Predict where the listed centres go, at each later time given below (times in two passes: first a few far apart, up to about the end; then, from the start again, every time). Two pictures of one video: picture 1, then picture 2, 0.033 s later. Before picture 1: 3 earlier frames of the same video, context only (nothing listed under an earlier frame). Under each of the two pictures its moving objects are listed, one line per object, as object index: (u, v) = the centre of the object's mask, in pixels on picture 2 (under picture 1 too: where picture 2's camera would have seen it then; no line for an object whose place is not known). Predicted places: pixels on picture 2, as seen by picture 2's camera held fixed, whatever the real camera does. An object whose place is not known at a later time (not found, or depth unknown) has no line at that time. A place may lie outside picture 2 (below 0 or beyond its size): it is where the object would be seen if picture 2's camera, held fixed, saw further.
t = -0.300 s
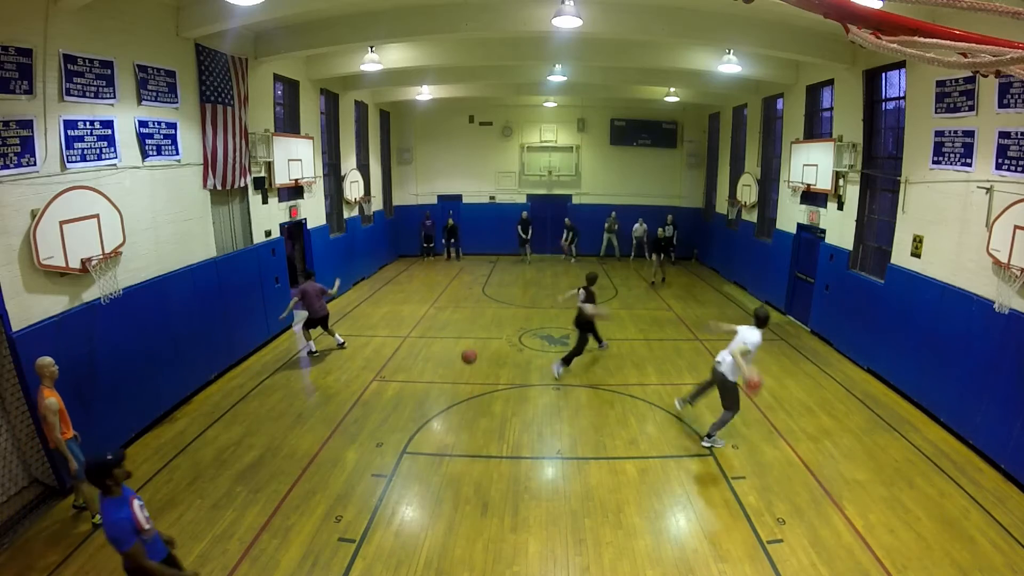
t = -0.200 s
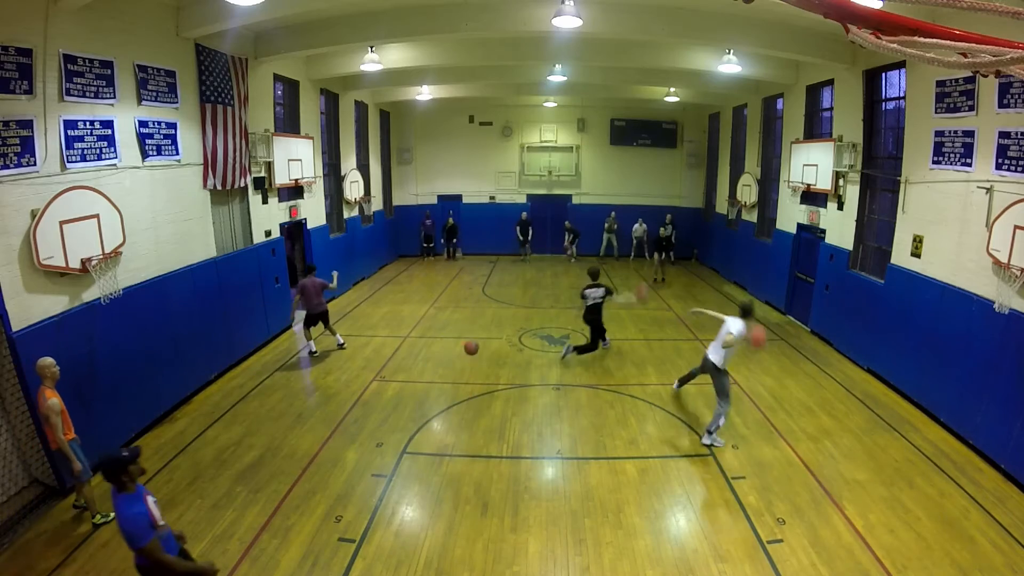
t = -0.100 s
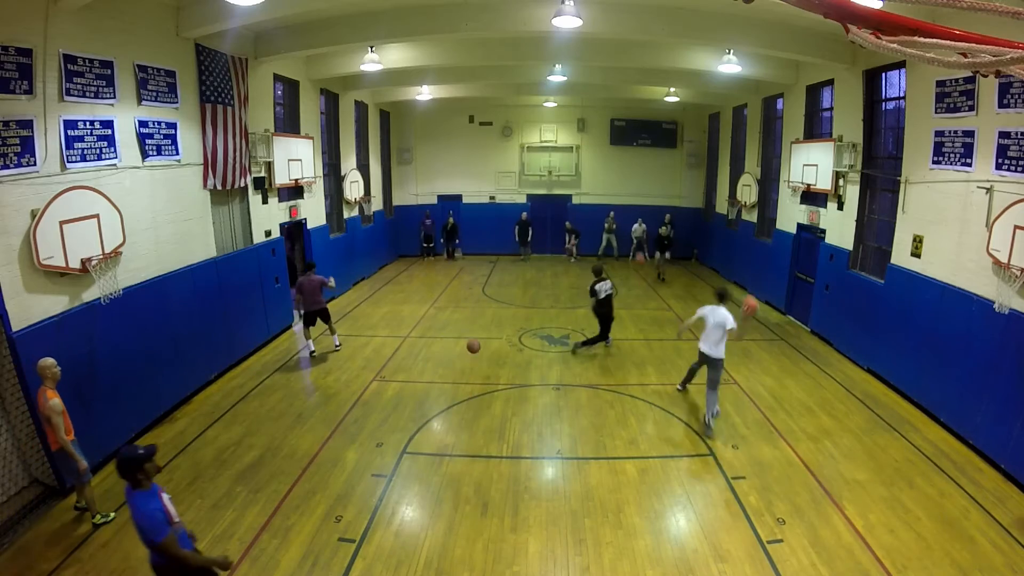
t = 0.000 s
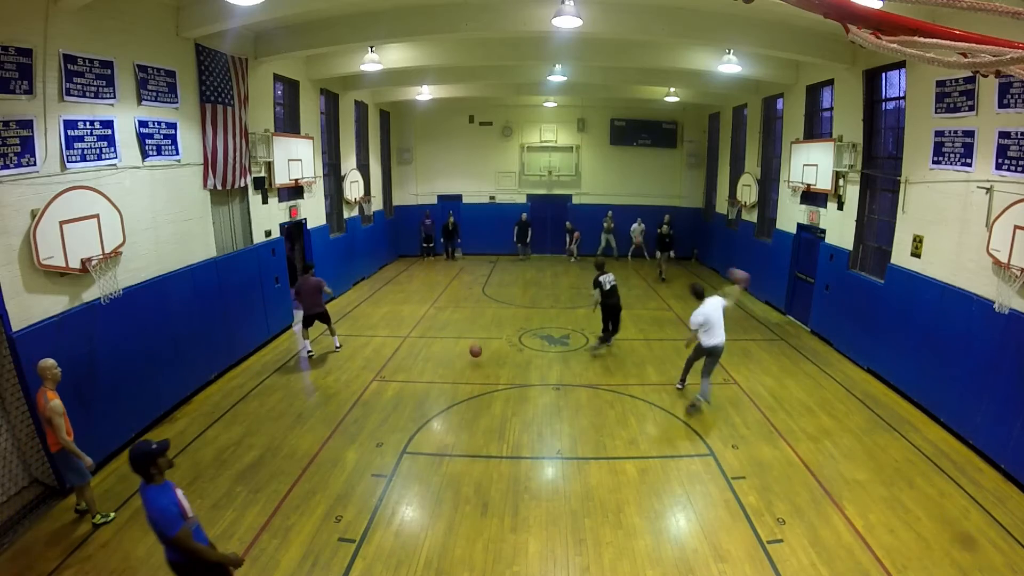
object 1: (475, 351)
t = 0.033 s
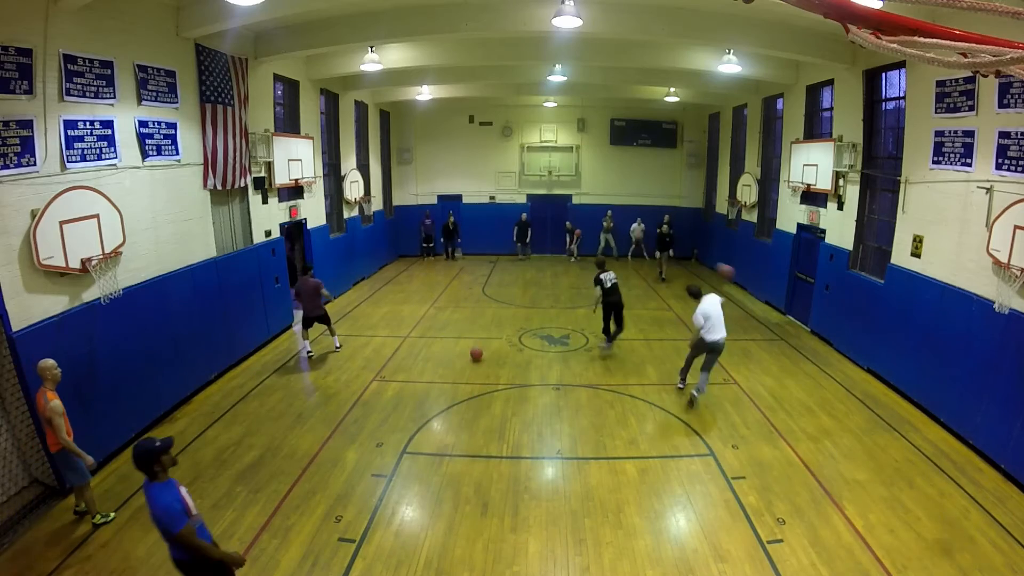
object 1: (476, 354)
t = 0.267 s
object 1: (478, 317)
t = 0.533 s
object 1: (480, 310)
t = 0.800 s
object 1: (481, 297)
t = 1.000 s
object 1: (481, 289)
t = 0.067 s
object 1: (476, 352)
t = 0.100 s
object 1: (476, 343)
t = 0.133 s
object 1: (476, 337)
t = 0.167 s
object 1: (477, 330)
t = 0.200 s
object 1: (477, 325)
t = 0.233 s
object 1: (477, 321)
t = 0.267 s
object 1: (478, 317)
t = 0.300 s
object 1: (478, 314)
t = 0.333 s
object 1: (478, 312)
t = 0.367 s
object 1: (478, 310)
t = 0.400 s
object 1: (479, 309)
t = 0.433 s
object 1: (479, 308)
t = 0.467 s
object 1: (479, 308)
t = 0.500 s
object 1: (479, 308)
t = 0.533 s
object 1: (480, 310)
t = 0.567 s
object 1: (480, 311)
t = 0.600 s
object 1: (480, 313)
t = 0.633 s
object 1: (481, 316)
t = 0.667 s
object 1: (481, 314)
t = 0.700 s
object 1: (481, 308)
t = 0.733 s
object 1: (481, 303)
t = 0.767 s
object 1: (481, 300)
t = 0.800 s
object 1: (481, 297)
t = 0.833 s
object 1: (481, 294)
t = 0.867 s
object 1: (481, 292)
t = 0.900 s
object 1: (481, 291)
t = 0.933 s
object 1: (481, 289)
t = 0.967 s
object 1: (481, 289)
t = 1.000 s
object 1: (481, 289)
